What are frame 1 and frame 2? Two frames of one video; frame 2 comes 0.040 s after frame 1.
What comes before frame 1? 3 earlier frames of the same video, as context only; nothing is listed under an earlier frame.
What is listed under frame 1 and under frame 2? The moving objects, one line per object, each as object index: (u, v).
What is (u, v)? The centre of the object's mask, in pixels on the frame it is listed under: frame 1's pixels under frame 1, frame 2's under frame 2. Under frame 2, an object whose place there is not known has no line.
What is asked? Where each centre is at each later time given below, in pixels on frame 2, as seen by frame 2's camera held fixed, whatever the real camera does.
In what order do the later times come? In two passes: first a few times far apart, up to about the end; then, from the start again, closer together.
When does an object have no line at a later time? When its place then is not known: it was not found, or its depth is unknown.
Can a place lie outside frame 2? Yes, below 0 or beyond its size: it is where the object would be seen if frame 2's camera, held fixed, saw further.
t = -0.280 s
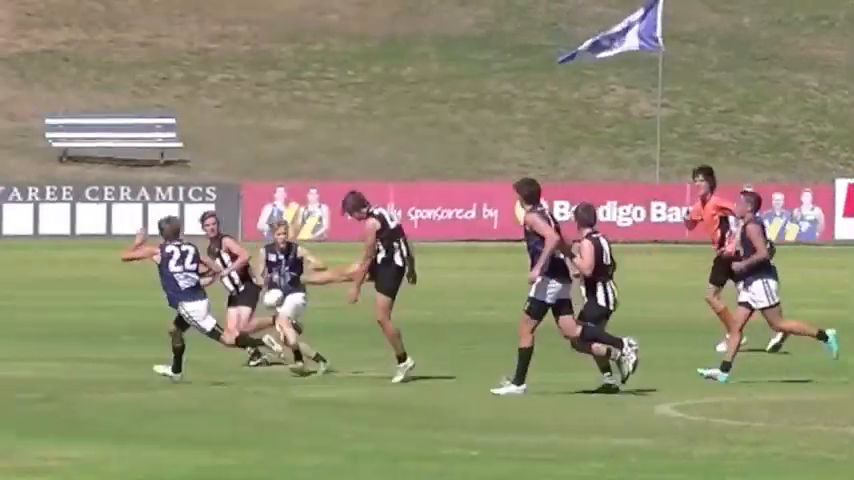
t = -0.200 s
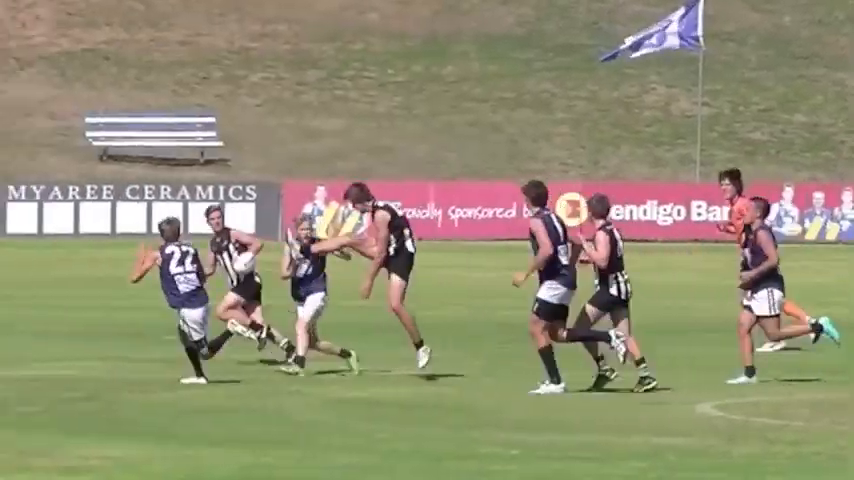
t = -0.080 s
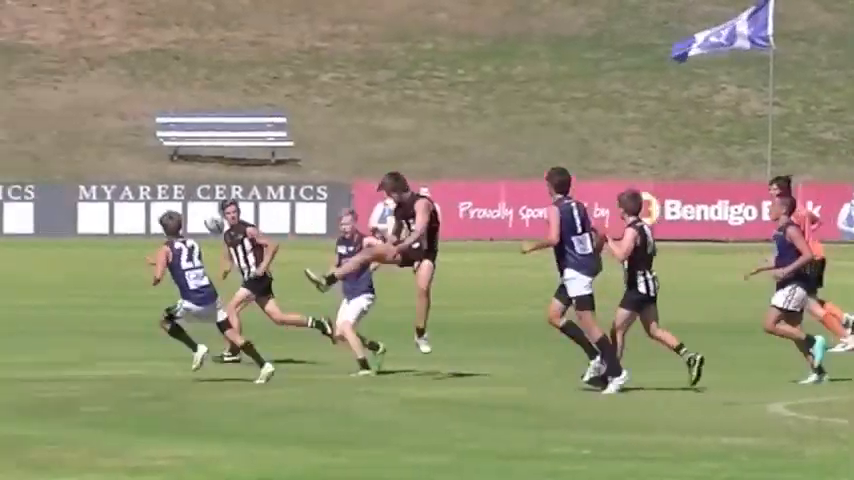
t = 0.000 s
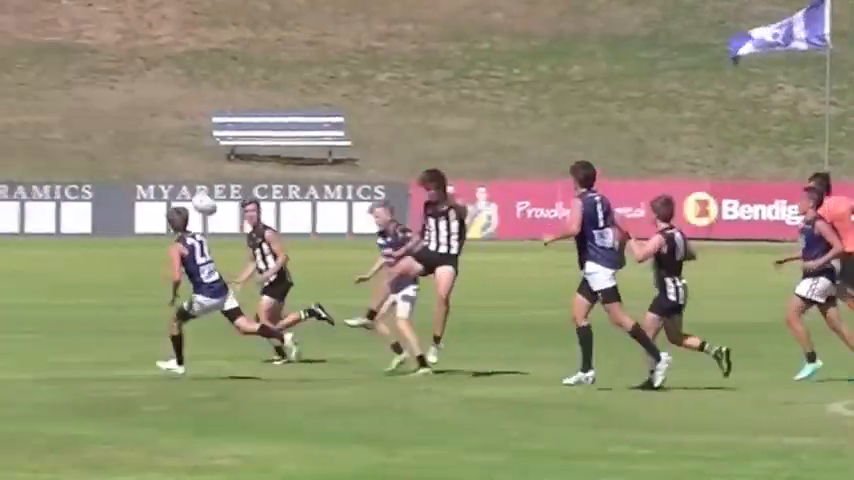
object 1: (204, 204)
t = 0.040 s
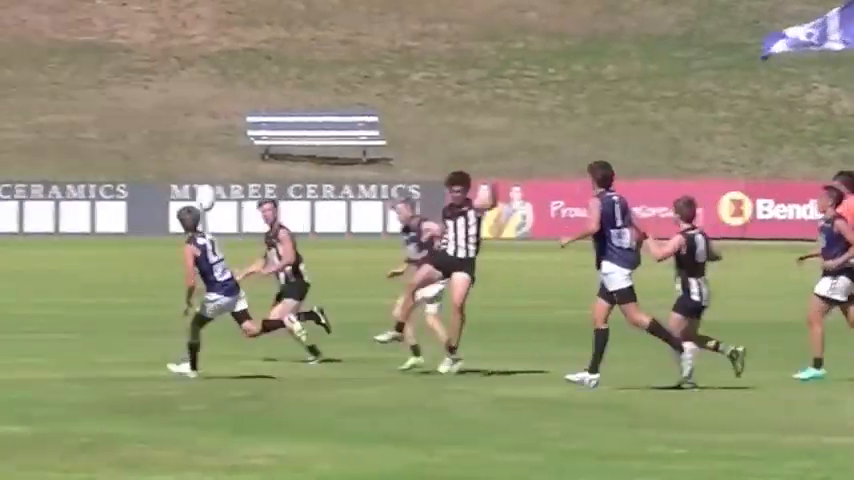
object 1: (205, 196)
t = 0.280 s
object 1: (6, 195)
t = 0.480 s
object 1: (-154, 242)
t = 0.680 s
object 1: (-321, 331)
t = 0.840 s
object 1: (-401, 329)
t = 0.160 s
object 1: (105, 188)
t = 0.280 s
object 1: (6, 195)
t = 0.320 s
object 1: (-24, 203)
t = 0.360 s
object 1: (-58, 210)
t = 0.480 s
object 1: (-154, 242)
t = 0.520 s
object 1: (-188, 256)
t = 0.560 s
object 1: (-221, 272)
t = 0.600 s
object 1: (-253, 290)
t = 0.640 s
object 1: (-287, 311)
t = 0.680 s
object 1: (-321, 331)
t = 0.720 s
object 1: (-352, 354)
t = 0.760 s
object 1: (-368, 352)
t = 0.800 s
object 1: (-383, 339)
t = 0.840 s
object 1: (-401, 329)
